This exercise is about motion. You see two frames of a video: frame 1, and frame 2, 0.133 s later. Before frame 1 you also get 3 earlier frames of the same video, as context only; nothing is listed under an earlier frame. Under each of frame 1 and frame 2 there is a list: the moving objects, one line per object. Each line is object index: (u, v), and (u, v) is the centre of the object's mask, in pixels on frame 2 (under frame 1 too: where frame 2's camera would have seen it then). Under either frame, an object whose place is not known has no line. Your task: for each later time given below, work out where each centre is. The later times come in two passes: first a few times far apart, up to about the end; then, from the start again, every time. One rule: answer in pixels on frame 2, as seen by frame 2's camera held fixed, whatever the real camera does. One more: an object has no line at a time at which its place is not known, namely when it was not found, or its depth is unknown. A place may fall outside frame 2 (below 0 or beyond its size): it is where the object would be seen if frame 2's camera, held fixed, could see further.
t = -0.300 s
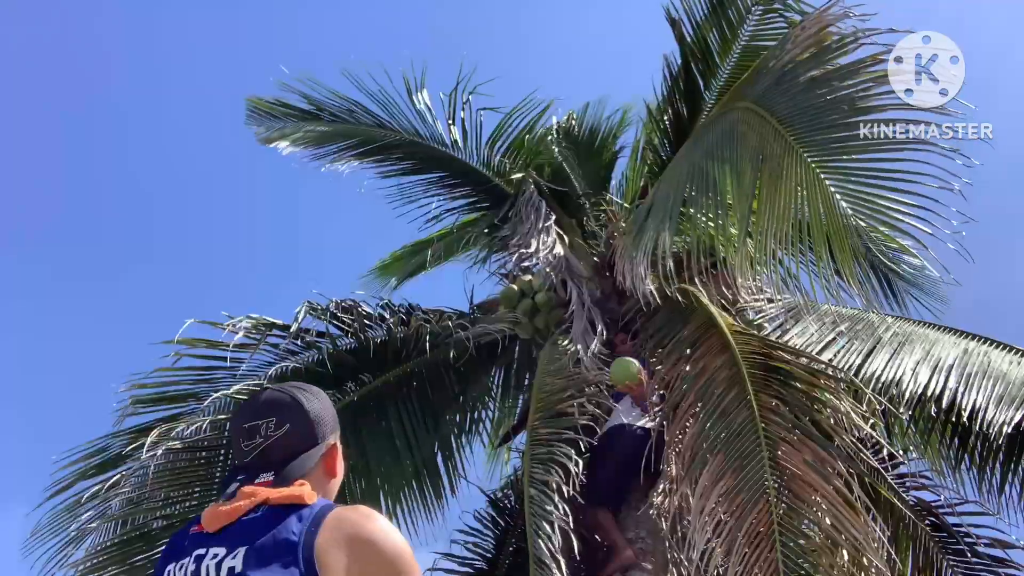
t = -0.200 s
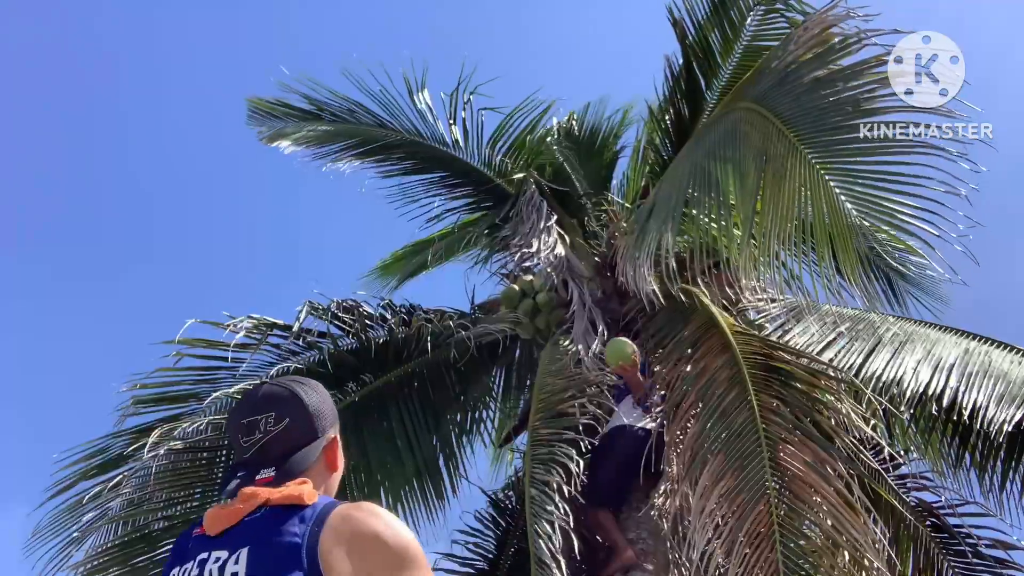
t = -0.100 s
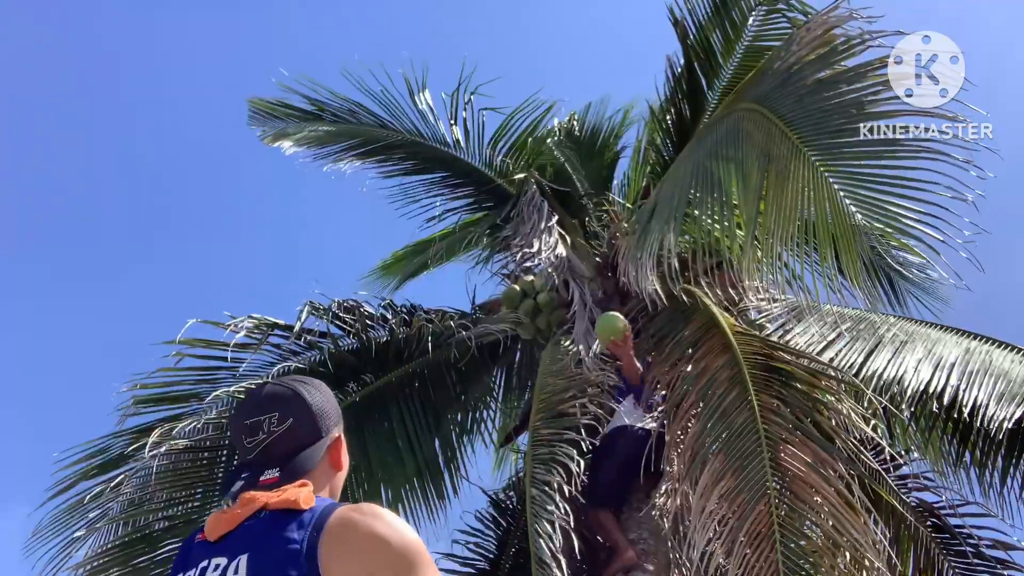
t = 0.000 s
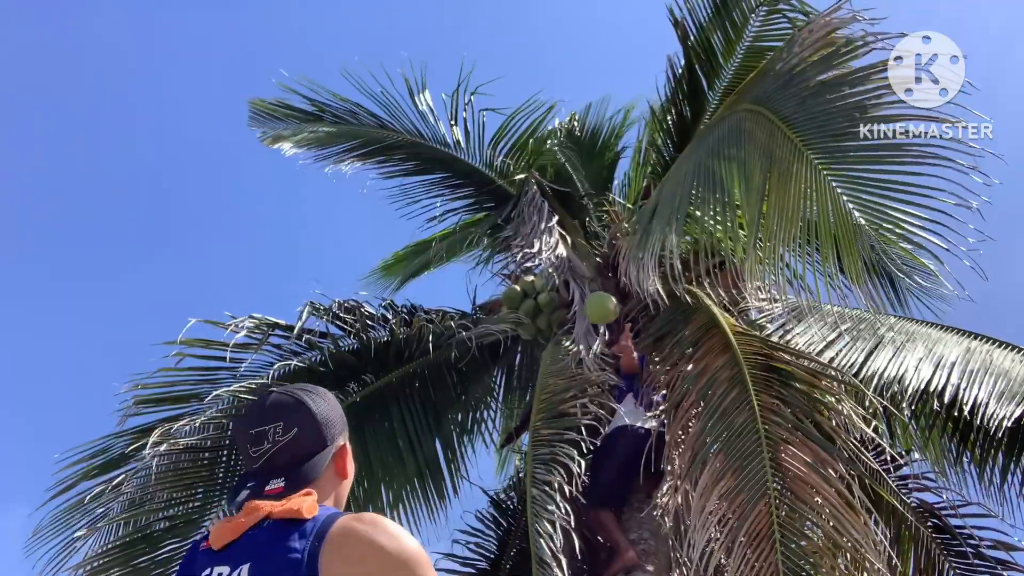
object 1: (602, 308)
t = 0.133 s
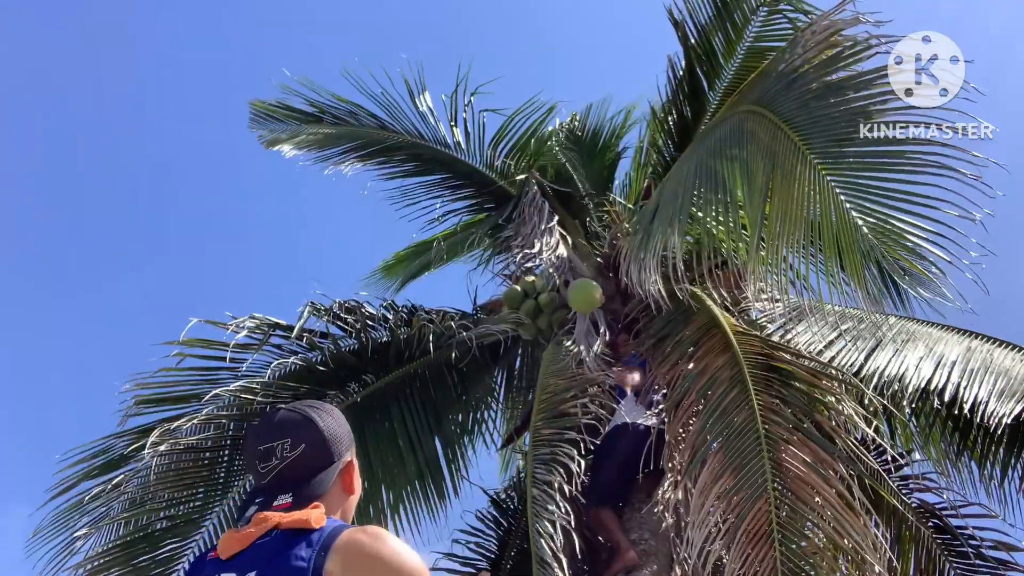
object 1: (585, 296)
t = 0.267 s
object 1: (565, 300)
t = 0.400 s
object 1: (537, 329)
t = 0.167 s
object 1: (580, 295)
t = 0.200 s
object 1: (575, 296)
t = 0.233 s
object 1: (570, 297)
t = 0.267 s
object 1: (565, 300)
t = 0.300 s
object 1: (558, 305)
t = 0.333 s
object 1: (552, 311)
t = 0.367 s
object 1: (545, 319)
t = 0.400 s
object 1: (537, 329)
